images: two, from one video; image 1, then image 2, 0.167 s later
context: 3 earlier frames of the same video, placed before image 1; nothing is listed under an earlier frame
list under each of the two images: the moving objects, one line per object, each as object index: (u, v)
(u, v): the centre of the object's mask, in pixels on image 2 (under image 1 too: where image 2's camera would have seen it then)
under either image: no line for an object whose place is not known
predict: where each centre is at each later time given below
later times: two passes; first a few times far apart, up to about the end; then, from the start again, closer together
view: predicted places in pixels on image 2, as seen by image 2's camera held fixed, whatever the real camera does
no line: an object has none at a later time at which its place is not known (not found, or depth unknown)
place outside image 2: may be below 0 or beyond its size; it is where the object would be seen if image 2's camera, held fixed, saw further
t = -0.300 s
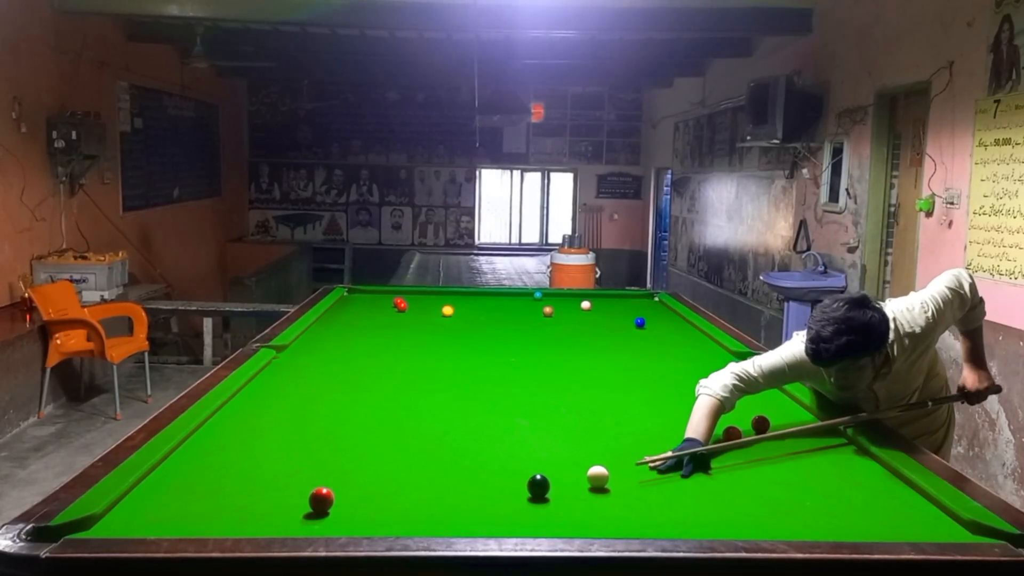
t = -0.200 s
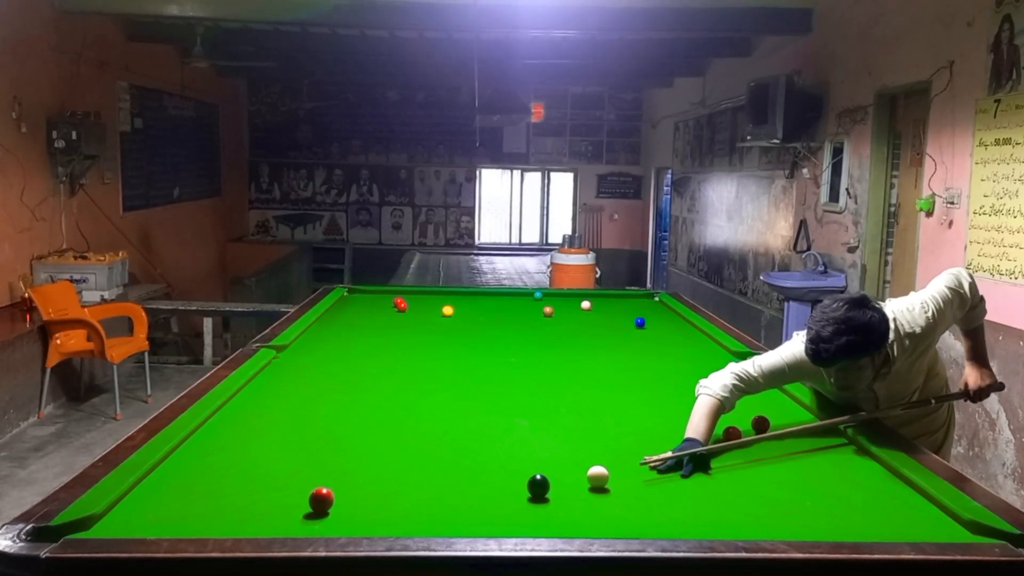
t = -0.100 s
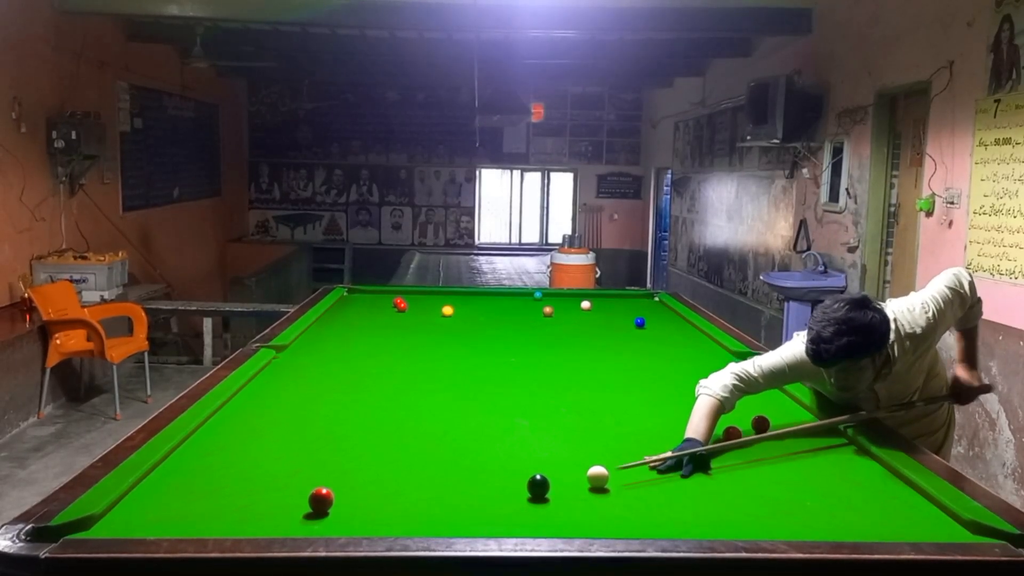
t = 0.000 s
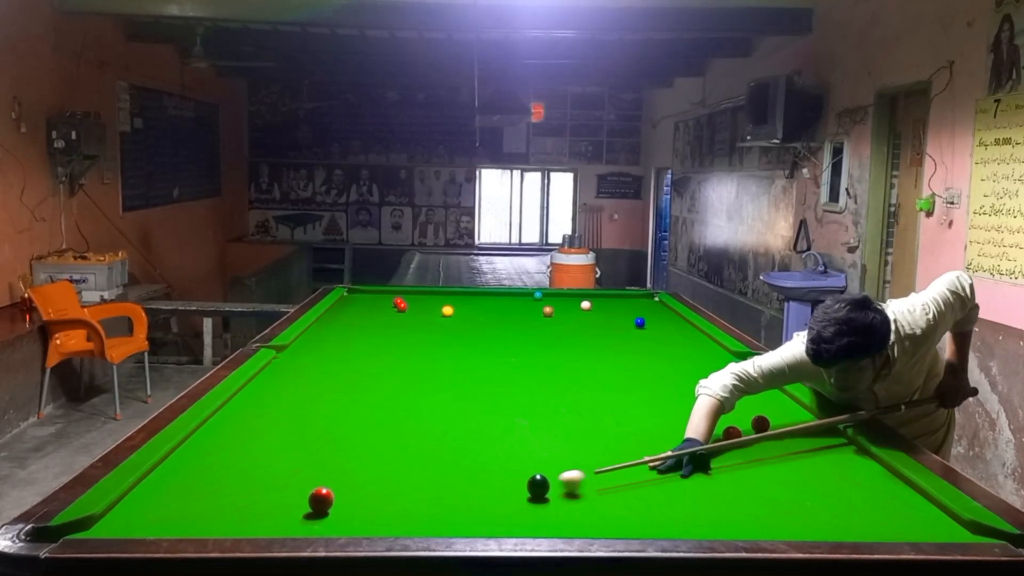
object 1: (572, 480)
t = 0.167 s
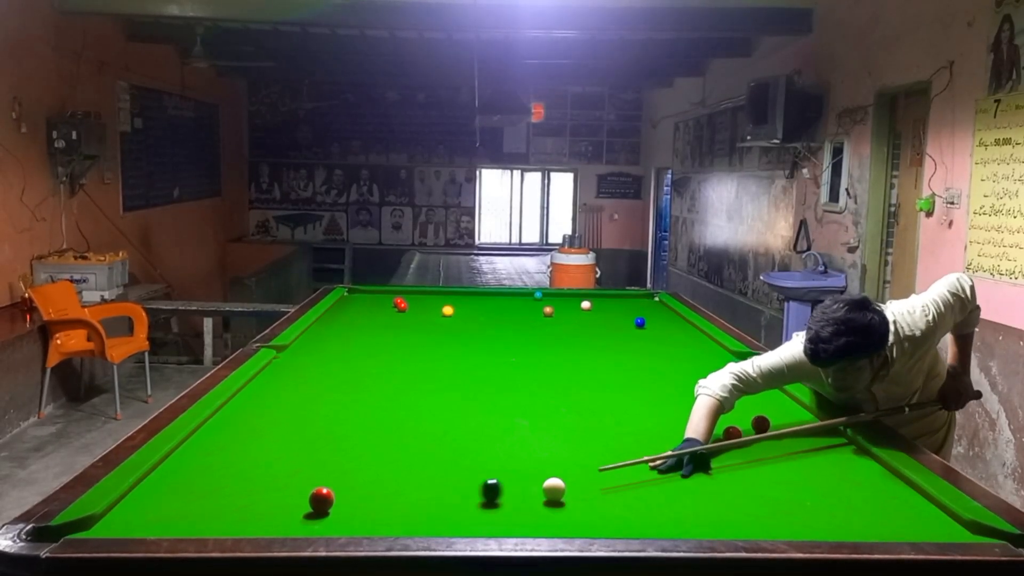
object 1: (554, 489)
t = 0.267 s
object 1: (546, 493)
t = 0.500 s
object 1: (529, 503)
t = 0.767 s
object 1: (510, 514)
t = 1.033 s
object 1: (492, 519)
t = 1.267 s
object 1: (480, 518)
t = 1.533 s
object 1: (471, 516)
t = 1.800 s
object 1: (465, 513)
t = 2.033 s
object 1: (460, 512)
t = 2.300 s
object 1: (457, 511)
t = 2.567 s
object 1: (457, 511)
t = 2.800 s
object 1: (456, 512)
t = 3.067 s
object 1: (456, 511)
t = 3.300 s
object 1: (457, 511)
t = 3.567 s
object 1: (457, 511)
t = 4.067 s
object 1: (456, 511)
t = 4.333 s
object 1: (456, 511)
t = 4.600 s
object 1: (456, 511)
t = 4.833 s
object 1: (456, 511)
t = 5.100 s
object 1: (456, 511)
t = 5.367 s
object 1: (456, 511)
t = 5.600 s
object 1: (456, 512)
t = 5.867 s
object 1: (456, 512)
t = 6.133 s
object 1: (456, 512)
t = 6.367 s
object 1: (456, 512)
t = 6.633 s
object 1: (456, 512)
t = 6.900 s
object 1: (456, 512)
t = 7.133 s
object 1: (456, 512)
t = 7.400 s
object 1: (456, 512)
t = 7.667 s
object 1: (456, 512)
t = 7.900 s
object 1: (456, 512)
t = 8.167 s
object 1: (456, 512)
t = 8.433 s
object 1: (456, 512)
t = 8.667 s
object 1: (456, 512)
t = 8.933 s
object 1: (456, 512)
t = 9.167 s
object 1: (456, 512)
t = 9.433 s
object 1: (456, 512)
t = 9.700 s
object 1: (456, 512)
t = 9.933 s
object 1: (456, 512)
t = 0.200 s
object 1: (551, 491)
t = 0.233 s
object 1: (549, 492)
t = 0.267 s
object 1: (546, 493)
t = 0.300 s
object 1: (544, 495)
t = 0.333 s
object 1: (541, 496)
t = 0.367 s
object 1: (539, 498)
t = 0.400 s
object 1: (536, 499)
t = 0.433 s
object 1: (534, 501)
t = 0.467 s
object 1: (531, 502)
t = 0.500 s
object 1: (529, 503)
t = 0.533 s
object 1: (526, 505)
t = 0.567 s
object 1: (524, 506)
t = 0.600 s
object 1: (522, 508)
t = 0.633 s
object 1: (519, 509)
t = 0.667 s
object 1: (517, 510)
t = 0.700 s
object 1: (514, 512)
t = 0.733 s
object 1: (512, 513)
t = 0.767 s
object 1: (510, 514)
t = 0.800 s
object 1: (508, 515)
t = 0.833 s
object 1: (505, 515)
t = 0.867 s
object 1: (503, 516)
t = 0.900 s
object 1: (501, 517)
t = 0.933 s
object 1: (498, 517)
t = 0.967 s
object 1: (496, 518)
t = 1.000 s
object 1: (494, 519)
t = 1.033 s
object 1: (492, 519)
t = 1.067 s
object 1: (490, 520)
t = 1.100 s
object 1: (488, 521)
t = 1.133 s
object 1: (486, 520)
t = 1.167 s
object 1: (485, 520)
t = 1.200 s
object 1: (483, 519)
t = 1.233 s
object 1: (482, 519)
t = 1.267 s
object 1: (480, 518)
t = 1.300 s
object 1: (479, 518)
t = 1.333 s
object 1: (478, 518)
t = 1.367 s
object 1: (477, 517)
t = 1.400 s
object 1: (476, 517)
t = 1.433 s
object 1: (475, 517)
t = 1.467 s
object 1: (473, 516)
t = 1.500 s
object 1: (473, 516)
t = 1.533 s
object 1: (471, 516)
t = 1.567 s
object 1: (471, 515)
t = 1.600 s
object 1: (469, 515)
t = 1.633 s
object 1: (469, 515)
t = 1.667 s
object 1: (468, 515)
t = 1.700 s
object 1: (467, 514)
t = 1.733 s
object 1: (466, 514)
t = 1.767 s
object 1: (465, 514)
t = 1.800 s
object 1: (465, 513)
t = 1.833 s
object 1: (464, 513)
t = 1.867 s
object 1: (463, 513)
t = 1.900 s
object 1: (462, 513)
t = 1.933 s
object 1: (462, 513)
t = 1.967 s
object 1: (461, 512)
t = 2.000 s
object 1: (460, 512)
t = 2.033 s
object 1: (460, 512)
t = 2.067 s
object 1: (459, 512)
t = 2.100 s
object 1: (459, 512)
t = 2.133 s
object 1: (458, 512)
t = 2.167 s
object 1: (458, 512)
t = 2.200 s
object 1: (458, 512)
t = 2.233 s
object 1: (458, 512)
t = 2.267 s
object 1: (458, 511)
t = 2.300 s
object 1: (457, 511)
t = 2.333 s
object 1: (457, 511)
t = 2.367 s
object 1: (457, 512)
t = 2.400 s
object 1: (457, 511)
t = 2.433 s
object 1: (457, 511)
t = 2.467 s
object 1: (457, 511)
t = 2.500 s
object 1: (457, 511)
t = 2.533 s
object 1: (457, 511)
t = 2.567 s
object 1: (457, 511)
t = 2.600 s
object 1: (456, 511)
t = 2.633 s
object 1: (456, 511)
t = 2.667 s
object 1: (456, 511)
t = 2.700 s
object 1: (456, 511)
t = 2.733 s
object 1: (456, 511)
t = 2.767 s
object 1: (456, 511)
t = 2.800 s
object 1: (456, 512)
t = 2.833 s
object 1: (457, 511)
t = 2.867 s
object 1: (457, 511)
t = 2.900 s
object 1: (457, 511)
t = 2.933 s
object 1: (457, 511)
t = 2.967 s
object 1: (457, 511)
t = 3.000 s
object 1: (457, 511)
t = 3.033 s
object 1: (457, 511)
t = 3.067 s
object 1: (456, 511)
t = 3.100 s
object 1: (456, 511)
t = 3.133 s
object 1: (456, 511)
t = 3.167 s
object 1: (457, 511)
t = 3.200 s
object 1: (457, 512)
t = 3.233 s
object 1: (457, 512)
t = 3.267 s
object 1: (457, 512)
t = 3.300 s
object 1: (457, 511)
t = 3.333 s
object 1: (457, 511)
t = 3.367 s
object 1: (457, 511)
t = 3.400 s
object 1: (457, 511)
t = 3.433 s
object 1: (456, 511)
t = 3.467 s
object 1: (456, 511)
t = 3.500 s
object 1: (457, 511)
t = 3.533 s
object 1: (457, 511)
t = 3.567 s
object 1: (457, 511)
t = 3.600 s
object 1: (457, 512)
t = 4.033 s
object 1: (456, 511)
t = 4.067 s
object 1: (456, 511)
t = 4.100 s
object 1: (456, 511)
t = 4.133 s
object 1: (456, 511)
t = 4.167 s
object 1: (456, 511)
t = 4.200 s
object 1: (456, 511)
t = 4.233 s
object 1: (456, 511)
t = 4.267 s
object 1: (456, 511)
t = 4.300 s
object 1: (456, 511)
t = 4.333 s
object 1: (456, 511)
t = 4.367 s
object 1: (456, 511)
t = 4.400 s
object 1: (456, 511)
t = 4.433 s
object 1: (456, 511)
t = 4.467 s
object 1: (456, 511)
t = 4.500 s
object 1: (456, 511)
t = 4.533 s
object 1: (456, 511)
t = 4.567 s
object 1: (456, 511)
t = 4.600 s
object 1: (456, 511)
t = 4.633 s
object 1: (456, 511)
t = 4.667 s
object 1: (456, 511)
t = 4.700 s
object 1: (456, 511)
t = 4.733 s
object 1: (456, 511)
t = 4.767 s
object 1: (456, 511)
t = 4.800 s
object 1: (456, 511)
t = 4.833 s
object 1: (456, 511)
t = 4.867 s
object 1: (456, 511)
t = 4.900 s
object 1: (456, 511)
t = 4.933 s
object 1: (456, 511)
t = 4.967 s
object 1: (456, 512)
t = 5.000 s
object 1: (456, 511)
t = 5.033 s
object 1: (456, 511)
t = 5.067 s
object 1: (456, 511)
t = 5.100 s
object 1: (456, 511)
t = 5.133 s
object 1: (456, 511)
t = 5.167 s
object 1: (456, 511)
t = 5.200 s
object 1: (456, 511)
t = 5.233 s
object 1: (456, 511)
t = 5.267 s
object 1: (456, 511)
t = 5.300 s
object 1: (456, 511)
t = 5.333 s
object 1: (456, 511)
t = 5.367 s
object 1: (456, 511)
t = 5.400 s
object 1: (456, 511)
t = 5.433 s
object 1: (456, 512)
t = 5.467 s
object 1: (456, 511)
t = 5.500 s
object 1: (456, 512)
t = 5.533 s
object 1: (456, 512)
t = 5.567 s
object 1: (456, 512)
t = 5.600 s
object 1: (456, 512)
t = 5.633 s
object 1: (456, 512)
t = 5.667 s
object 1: (456, 512)
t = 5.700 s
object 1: (456, 512)
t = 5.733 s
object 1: (456, 512)
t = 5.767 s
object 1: (456, 512)
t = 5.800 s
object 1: (456, 512)
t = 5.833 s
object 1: (456, 512)
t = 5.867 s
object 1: (456, 512)
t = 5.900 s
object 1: (456, 512)
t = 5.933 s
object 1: (456, 512)
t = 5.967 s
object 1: (456, 512)
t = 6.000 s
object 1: (456, 512)
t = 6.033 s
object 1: (456, 512)
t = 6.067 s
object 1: (456, 512)
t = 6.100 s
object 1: (456, 512)
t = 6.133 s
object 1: (456, 512)
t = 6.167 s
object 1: (456, 512)
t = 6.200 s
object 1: (456, 512)
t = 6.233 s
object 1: (456, 512)
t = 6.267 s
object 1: (456, 512)
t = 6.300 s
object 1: (456, 512)
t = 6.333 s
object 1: (456, 512)
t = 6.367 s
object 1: (456, 512)
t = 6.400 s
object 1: (456, 512)
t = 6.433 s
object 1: (456, 512)
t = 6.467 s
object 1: (456, 512)
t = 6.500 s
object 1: (456, 512)
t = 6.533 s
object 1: (456, 512)
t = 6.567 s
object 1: (456, 512)
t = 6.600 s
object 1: (456, 512)
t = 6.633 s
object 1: (456, 512)
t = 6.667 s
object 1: (456, 512)
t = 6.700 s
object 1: (456, 512)
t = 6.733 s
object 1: (456, 512)
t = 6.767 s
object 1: (456, 512)
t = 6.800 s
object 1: (456, 512)
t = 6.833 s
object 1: (456, 512)
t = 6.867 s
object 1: (456, 512)
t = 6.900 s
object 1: (456, 512)
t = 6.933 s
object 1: (456, 512)
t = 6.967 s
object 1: (456, 512)
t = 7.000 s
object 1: (456, 512)
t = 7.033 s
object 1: (456, 512)
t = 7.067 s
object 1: (456, 512)
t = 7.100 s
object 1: (456, 512)
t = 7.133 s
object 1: (456, 512)
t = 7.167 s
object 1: (456, 512)
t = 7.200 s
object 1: (456, 512)
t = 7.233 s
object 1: (456, 512)
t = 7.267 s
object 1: (456, 512)
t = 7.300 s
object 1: (456, 512)
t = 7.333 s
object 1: (456, 512)
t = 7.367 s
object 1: (456, 512)
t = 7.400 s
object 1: (456, 512)
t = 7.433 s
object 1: (456, 512)
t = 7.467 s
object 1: (456, 512)
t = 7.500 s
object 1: (456, 512)
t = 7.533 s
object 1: (456, 512)
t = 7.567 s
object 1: (456, 512)
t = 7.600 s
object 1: (456, 512)
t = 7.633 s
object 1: (456, 512)
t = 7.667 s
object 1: (456, 512)
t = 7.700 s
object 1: (456, 512)
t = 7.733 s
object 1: (456, 512)
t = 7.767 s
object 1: (456, 512)
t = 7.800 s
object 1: (456, 512)
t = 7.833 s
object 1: (456, 512)
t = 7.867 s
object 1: (456, 512)
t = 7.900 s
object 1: (456, 512)
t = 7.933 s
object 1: (456, 512)
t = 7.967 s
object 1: (456, 512)
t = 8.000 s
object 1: (456, 512)
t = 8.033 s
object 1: (456, 512)
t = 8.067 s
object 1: (456, 512)
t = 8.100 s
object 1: (456, 512)
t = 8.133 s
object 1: (456, 512)
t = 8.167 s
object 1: (456, 512)
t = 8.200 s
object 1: (456, 512)
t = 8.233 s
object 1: (456, 512)
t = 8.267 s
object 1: (456, 512)
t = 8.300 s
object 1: (456, 512)
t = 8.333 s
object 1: (456, 512)
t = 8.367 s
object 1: (456, 512)
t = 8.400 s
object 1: (456, 512)
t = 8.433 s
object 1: (456, 512)
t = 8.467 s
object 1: (456, 512)
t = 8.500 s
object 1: (456, 512)
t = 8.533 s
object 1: (456, 512)
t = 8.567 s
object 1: (456, 512)
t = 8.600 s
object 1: (456, 512)
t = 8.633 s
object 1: (456, 512)
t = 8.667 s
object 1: (456, 512)
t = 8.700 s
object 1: (456, 512)
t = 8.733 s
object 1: (456, 512)
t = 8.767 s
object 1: (456, 512)
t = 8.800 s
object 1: (456, 512)
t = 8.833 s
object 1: (456, 511)
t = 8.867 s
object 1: (456, 512)
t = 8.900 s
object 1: (456, 512)
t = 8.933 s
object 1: (456, 512)
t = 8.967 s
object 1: (456, 512)
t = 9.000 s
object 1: (456, 512)
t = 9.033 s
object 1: (456, 512)
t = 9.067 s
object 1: (456, 512)
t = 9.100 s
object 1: (456, 512)
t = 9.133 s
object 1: (456, 512)
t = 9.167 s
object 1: (456, 512)
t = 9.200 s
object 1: (456, 512)
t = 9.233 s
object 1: (456, 512)
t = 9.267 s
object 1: (456, 512)
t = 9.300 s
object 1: (456, 512)
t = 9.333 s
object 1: (456, 512)
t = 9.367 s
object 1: (456, 512)
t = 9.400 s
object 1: (456, 512)
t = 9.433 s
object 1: (456, 512)
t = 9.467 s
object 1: (456, 512)
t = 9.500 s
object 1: (456, 512)
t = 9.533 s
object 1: (456, 512)
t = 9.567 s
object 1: (456, 512)
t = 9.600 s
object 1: (456, 512)
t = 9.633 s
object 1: (456, 512)
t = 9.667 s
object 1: (456, 512)
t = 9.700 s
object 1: (456, 512)
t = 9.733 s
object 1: (456, 512)
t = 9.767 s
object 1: (456, 512)
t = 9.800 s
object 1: (456, 512)
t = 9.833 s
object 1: (456, 512)
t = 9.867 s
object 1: (456, 512)
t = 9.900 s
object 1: (456, 512)
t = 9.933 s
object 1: (456, 512)
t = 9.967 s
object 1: (456, 512)
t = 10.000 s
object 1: (456, 512)
